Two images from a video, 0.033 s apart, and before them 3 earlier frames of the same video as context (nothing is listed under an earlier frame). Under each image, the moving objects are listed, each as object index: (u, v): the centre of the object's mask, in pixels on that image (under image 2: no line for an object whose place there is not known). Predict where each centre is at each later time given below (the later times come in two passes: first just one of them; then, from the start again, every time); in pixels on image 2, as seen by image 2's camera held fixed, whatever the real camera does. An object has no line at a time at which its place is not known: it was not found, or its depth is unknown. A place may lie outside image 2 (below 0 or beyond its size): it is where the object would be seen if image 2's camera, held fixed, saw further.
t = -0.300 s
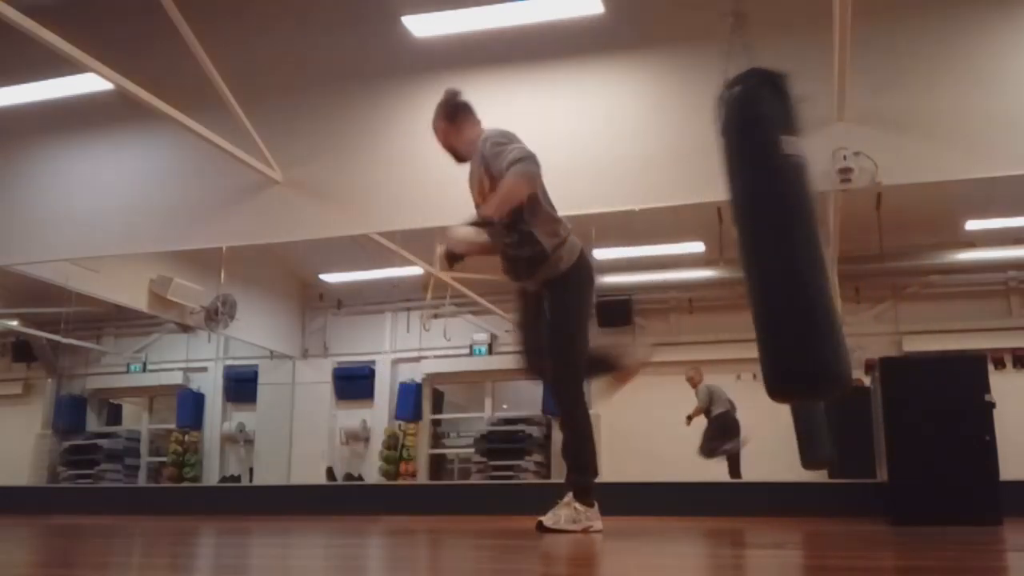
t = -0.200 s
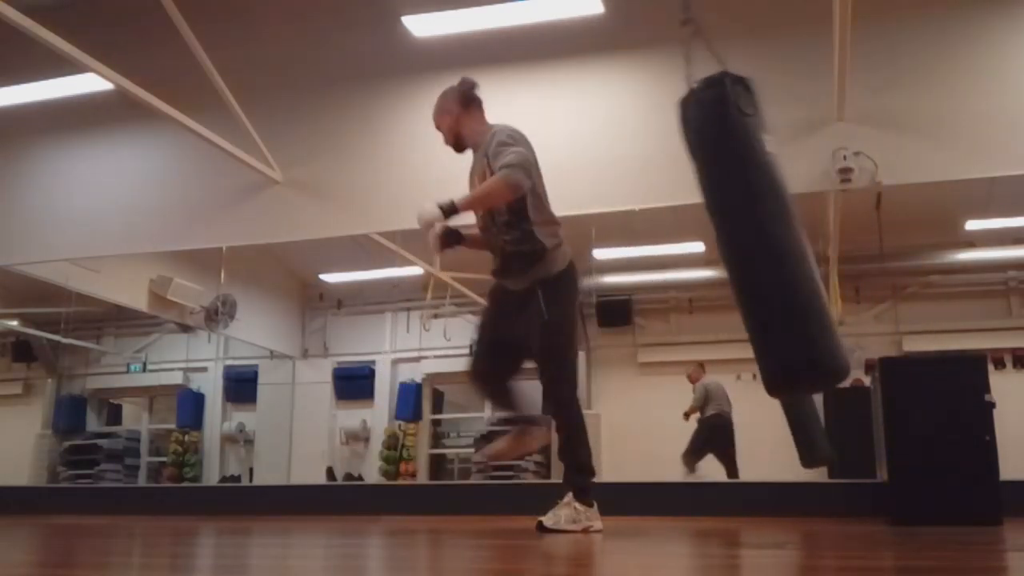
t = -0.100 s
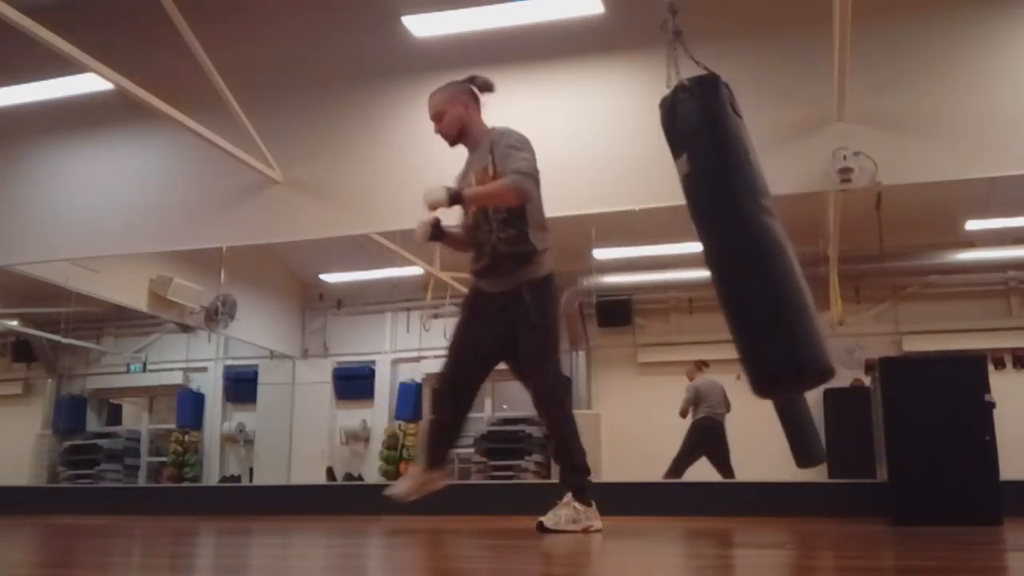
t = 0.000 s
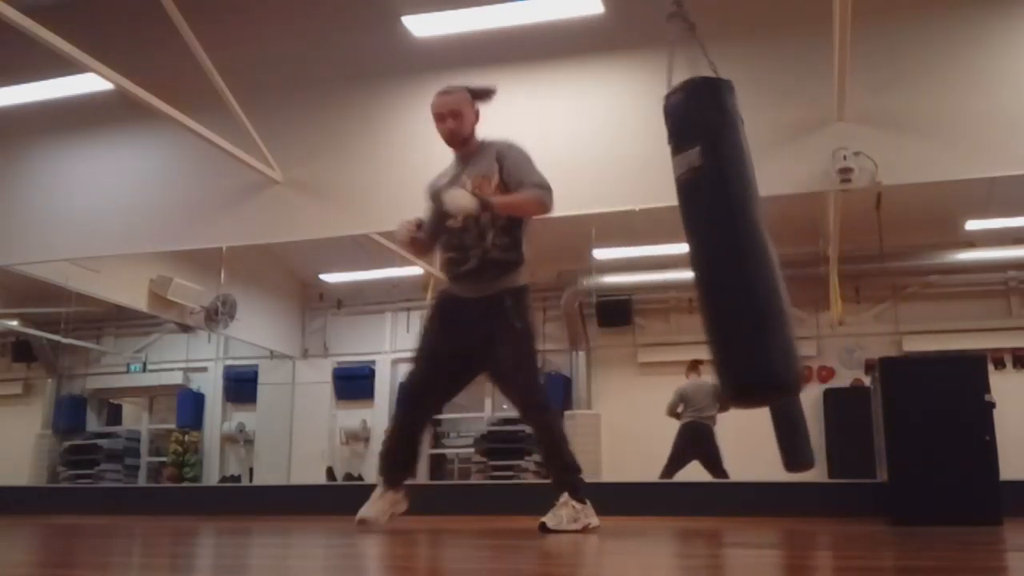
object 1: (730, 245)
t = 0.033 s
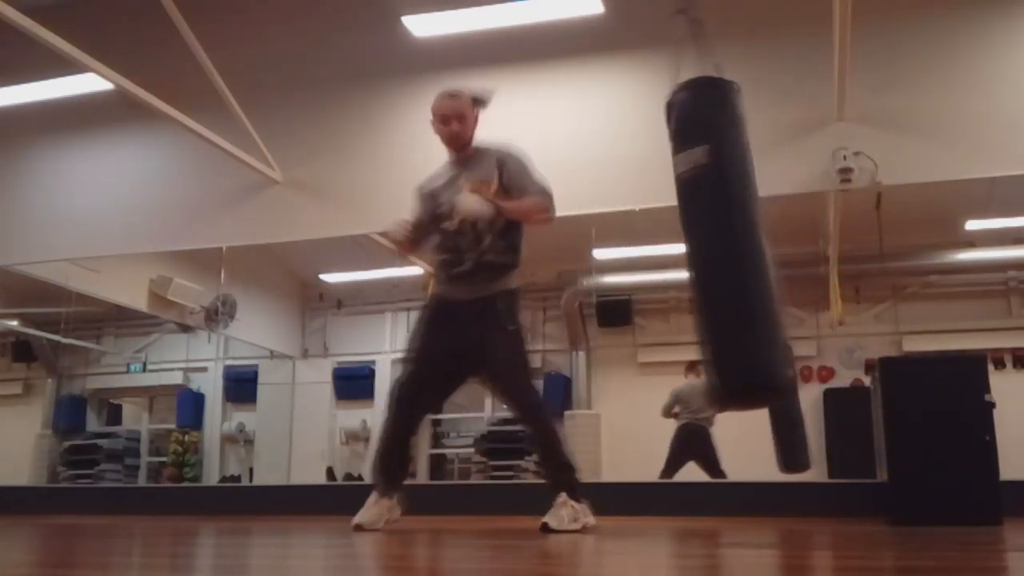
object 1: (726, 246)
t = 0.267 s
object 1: (682, 240)
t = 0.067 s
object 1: (721, 245)
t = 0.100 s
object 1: (717, 242)
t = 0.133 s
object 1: (712, 241)
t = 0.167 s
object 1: (706, 238)
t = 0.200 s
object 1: (698, 237)
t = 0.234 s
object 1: (691, 239)
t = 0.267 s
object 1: (682, 240)
